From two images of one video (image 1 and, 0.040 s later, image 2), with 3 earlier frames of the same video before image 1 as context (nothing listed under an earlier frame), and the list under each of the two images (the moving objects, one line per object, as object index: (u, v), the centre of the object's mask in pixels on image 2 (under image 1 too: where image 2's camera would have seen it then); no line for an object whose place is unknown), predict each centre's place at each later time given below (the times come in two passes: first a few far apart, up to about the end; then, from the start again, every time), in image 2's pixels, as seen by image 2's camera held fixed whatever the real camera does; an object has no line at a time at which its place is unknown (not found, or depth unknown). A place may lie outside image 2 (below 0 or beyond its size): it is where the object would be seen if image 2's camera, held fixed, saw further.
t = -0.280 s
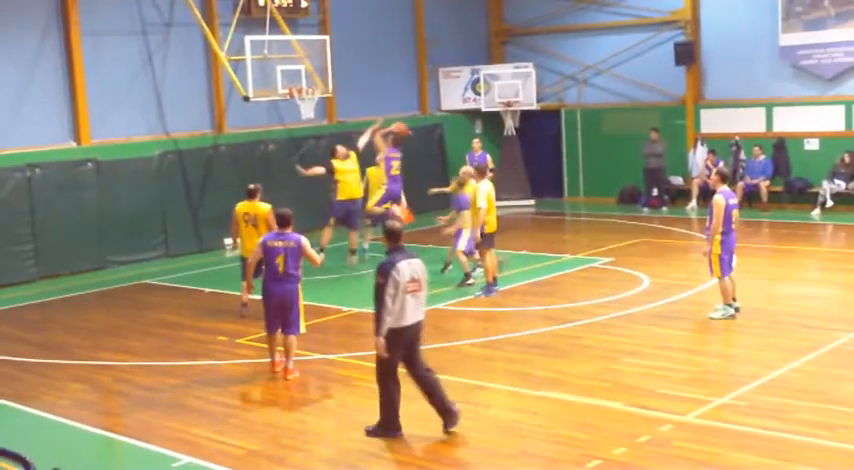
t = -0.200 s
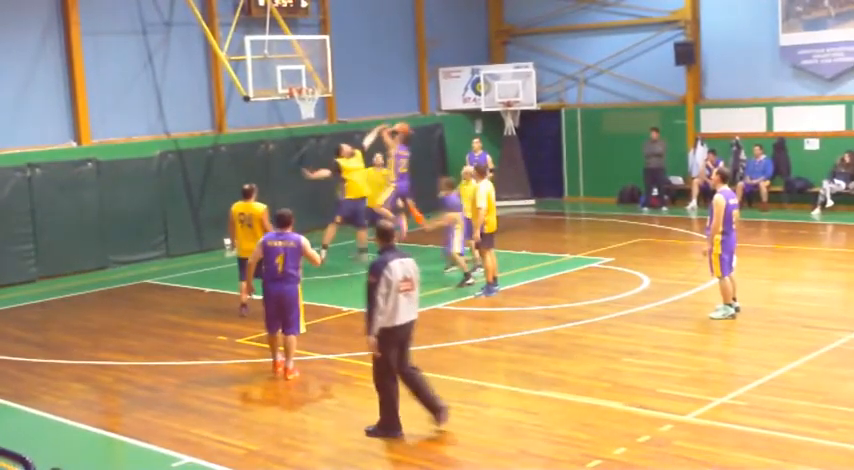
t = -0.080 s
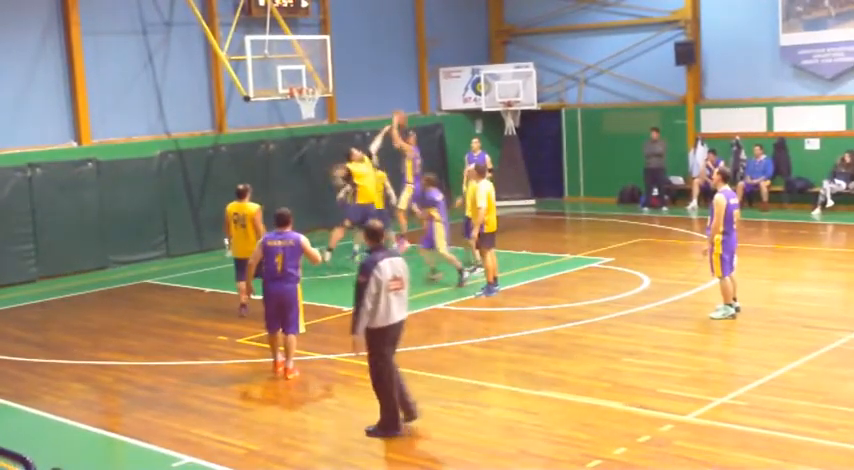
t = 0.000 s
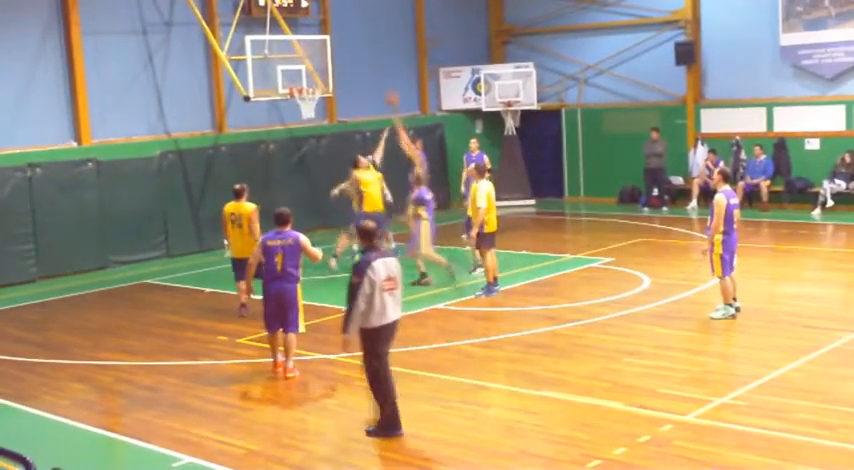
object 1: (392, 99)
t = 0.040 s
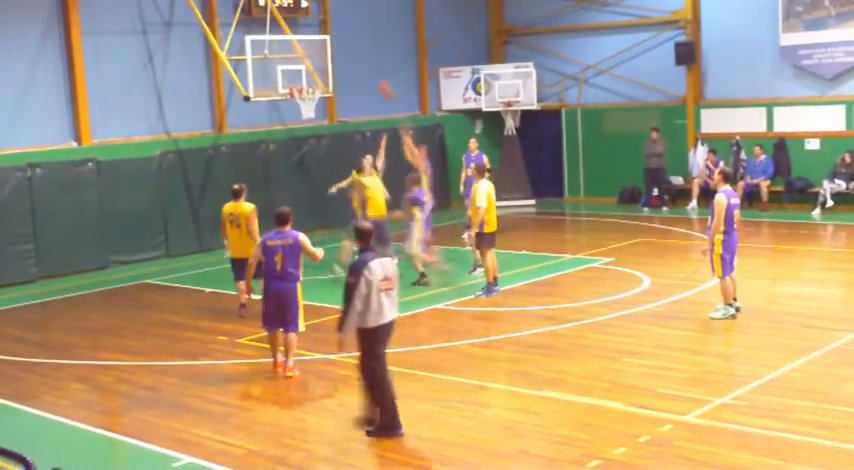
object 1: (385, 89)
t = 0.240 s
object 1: (360, 59)
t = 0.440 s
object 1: (338, 52)
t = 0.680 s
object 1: (310, 79)
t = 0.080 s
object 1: (379, 81)
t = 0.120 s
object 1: (375, 74)
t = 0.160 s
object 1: (370, 68)
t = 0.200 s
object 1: (365, 63)
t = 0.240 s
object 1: (360, 59)
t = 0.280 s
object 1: (354, 55)
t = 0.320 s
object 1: (350, 54)
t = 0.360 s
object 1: (345, 52)
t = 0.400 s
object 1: (341, 52)
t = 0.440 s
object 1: (338, 52)
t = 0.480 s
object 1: (333, 54)
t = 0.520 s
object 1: (328, 57)
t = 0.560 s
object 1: (323, 59)
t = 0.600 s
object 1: (318, 66)
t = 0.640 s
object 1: (320, 76)
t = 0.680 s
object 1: (310, 79)
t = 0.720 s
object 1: (306, 82)
